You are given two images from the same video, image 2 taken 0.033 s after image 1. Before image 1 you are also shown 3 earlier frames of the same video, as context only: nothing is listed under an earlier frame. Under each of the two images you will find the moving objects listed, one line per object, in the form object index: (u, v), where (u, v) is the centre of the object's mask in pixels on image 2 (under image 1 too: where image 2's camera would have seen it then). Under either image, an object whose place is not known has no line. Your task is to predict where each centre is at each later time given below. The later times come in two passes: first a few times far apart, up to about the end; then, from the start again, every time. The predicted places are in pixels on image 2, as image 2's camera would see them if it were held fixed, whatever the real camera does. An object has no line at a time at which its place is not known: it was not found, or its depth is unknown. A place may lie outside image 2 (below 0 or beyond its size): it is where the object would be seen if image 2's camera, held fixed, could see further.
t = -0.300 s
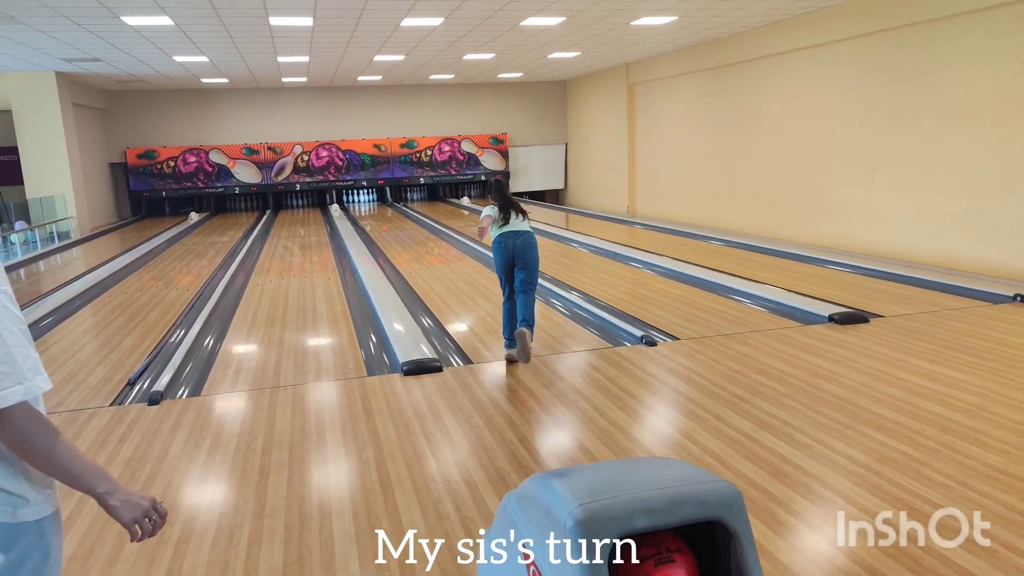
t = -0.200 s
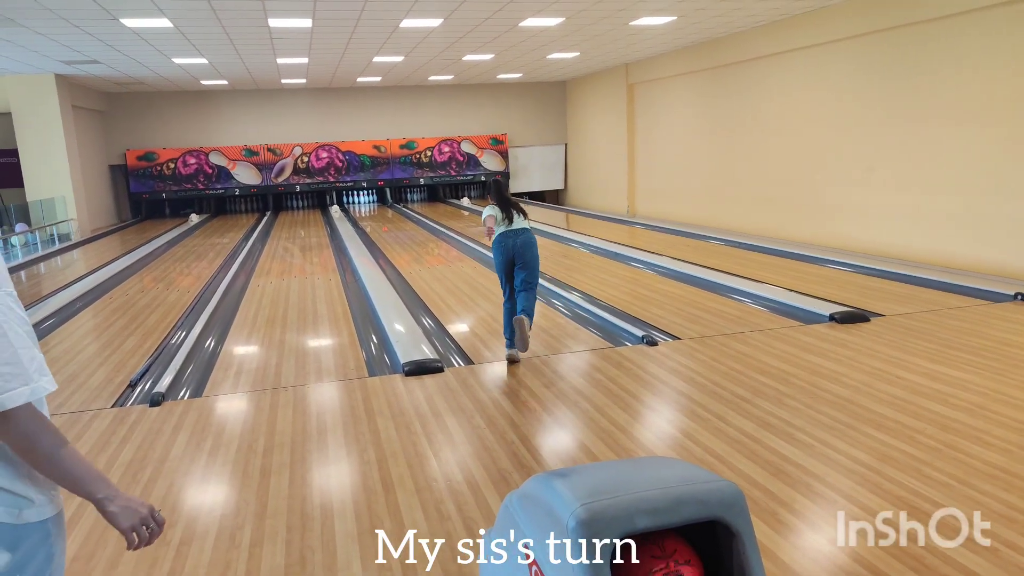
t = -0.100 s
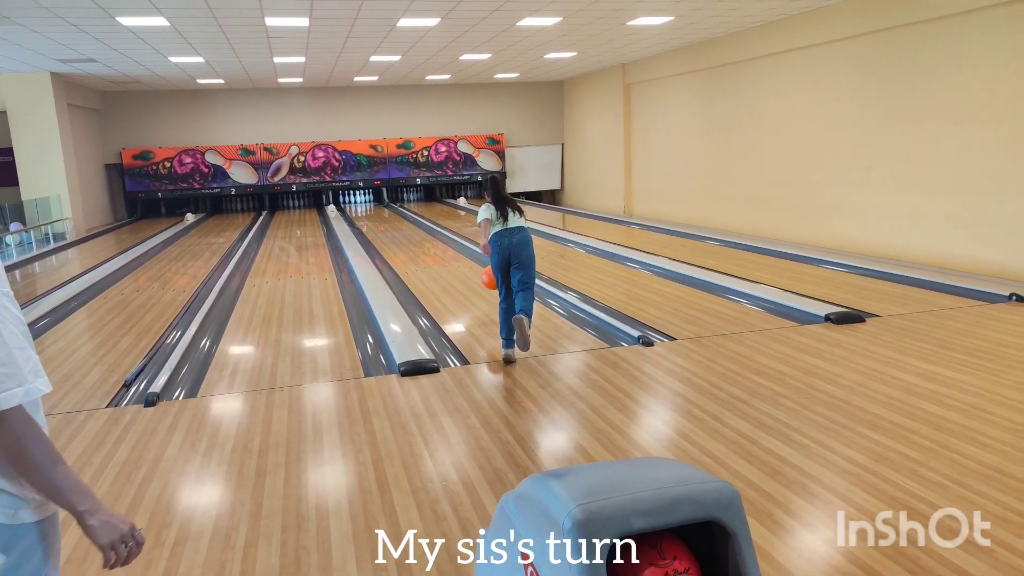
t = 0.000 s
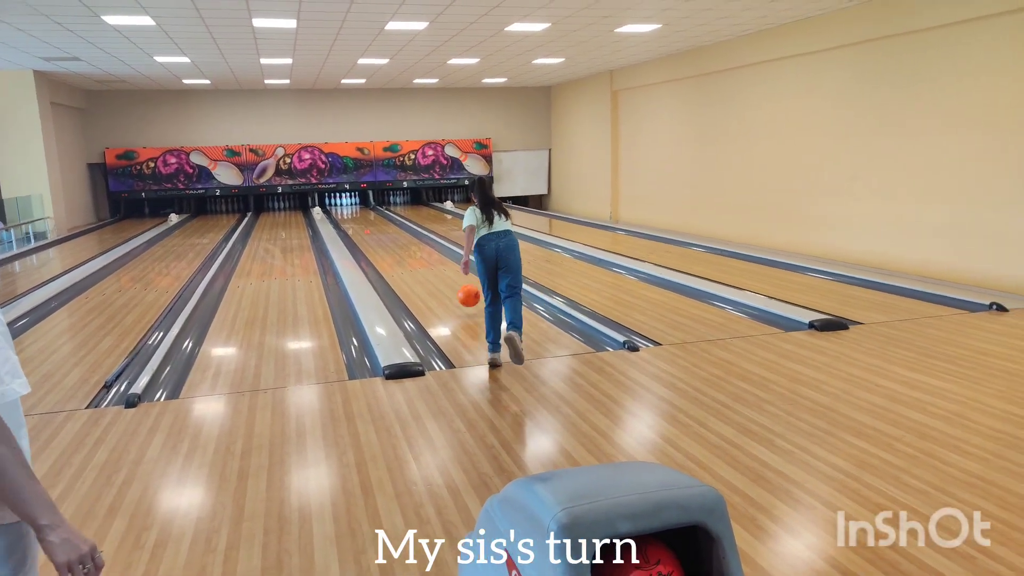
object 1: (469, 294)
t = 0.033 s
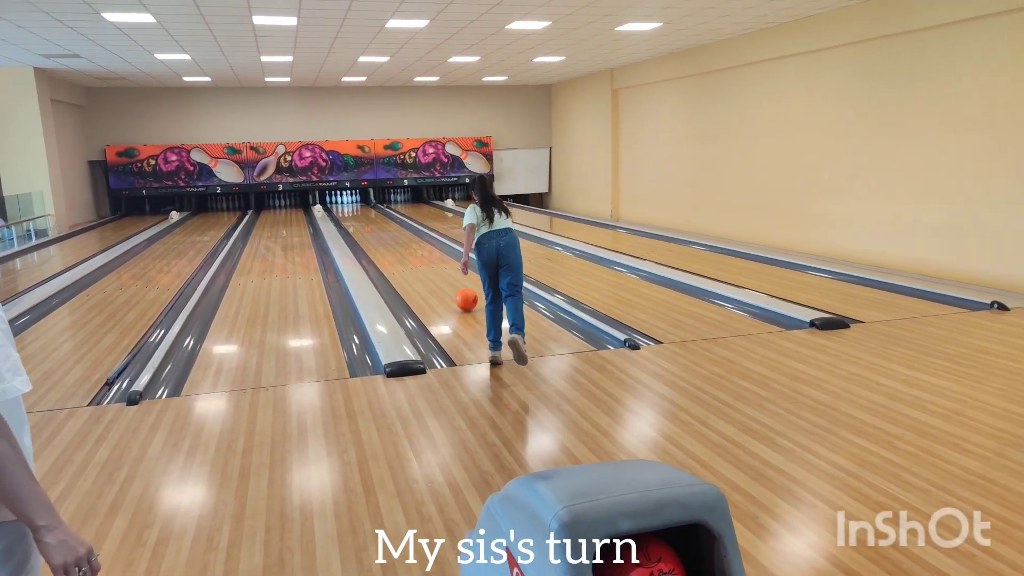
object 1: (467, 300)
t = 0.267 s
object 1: (445, 284)
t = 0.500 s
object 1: (428, 272)
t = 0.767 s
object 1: (411, 262)
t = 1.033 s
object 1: (398, 254)
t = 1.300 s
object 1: (387, 248)
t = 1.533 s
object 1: (378, 243)
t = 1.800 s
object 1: (370, 239)
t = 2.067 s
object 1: (363, 236)
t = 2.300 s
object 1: (356, 232)
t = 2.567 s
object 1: (349, 230)
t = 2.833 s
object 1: (344, 229)
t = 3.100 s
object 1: (341, 227)
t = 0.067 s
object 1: (463, 295)
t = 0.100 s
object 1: (459, 292)
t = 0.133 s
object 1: (456, 289)
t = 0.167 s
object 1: (453, 288)
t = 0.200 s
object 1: (450, 288)
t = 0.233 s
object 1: (448, 286)
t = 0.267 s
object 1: (445, 284)
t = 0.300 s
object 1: (442, 282)
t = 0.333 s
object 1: (439, 281)
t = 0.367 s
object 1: (437, 279)
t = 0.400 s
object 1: (434, 277)
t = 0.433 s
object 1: (432, 276)
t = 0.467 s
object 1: (430, 274)
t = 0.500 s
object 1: (428, 272)
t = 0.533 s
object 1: (425, 271)
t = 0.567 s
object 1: (423, 269)
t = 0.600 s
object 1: (421, 268)
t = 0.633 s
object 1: (419, 267)
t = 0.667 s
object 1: (417, 265)
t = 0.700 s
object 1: (415, 264)
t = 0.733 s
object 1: (413, 263)
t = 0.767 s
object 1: (411, 262)
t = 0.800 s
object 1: (409, 261)
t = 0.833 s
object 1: (408, 259)
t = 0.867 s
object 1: (405, 258)
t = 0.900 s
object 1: (404, 257)
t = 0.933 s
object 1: (402, 256)
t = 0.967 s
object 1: (401, 255)
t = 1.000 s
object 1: (400, 255)
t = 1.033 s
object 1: (398, 254)
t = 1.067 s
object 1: (396, 253)
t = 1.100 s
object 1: (395, 252)
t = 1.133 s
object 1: (393, 251)
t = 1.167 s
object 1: (392, 250)
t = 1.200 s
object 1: (391, 250)
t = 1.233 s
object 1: (390, 249)
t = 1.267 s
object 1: (388, 248)
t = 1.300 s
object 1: (387, 248)
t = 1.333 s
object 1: (385, 247)
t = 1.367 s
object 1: (384, 247)
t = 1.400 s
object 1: (383, 246)
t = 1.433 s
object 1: (382, 245)
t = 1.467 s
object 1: (381, 245)
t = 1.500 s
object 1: (380, 244)
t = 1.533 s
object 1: (378, 243)
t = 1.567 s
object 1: (377, 243)
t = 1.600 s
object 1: (376, 242)
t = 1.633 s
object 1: (375, 242)
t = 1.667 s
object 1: (374, 241)
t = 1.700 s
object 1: (373, 241)
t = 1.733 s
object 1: (372, 240)
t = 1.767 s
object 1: (371, 240)
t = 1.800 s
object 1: (370, 239)
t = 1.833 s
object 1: (369, 239)
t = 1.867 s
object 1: (368, 238)
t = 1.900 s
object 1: (367, 238)
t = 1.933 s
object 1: (366, 237)
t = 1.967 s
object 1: (365, 237)
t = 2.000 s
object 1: (364, 237)
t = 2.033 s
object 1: (363, 236)
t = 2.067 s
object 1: (363, 236)
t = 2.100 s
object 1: (362, 235)
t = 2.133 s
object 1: (361, 235)
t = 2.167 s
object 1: (360, 234)
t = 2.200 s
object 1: (359, 234)
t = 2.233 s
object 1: (358, 234)
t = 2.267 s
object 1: (357, 233)
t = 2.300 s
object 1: (356, 232)
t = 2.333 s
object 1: (355, 232)
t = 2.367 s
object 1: (355, 232)
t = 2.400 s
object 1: (354, 232)
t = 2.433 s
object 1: (353, 231)
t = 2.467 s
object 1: (352, 231)
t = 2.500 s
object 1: (351, 230)
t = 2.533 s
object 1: (351, 230)
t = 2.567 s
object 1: (349, 230)
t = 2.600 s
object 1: (348, 230)
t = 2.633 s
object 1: (347, 230)
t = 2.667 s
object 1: (347, 230)
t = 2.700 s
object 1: (345, 231)
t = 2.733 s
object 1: (344, 231)
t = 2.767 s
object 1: (344, 230)
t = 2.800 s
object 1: (344, 230)
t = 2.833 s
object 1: (344, 229)
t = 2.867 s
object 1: (343, 229)
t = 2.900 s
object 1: (343, 229)
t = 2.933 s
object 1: (342, 229)
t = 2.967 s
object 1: (342, 228)
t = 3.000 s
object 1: (342, 228)
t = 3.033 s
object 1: (342, 227)
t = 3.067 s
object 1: (341, 227)
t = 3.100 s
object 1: (341, 227)
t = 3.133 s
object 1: (341, 226)
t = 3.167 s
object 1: (341, 226)
